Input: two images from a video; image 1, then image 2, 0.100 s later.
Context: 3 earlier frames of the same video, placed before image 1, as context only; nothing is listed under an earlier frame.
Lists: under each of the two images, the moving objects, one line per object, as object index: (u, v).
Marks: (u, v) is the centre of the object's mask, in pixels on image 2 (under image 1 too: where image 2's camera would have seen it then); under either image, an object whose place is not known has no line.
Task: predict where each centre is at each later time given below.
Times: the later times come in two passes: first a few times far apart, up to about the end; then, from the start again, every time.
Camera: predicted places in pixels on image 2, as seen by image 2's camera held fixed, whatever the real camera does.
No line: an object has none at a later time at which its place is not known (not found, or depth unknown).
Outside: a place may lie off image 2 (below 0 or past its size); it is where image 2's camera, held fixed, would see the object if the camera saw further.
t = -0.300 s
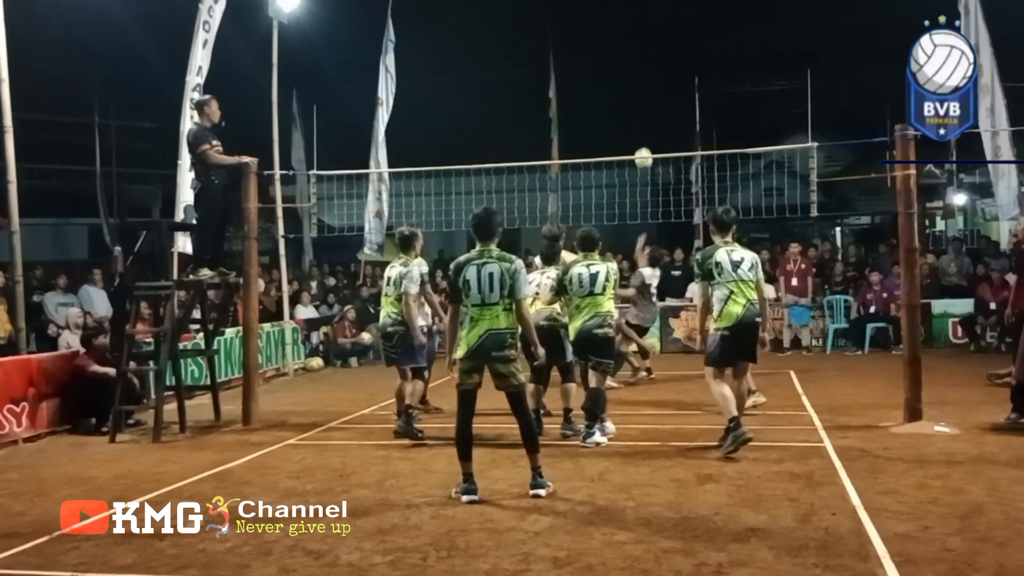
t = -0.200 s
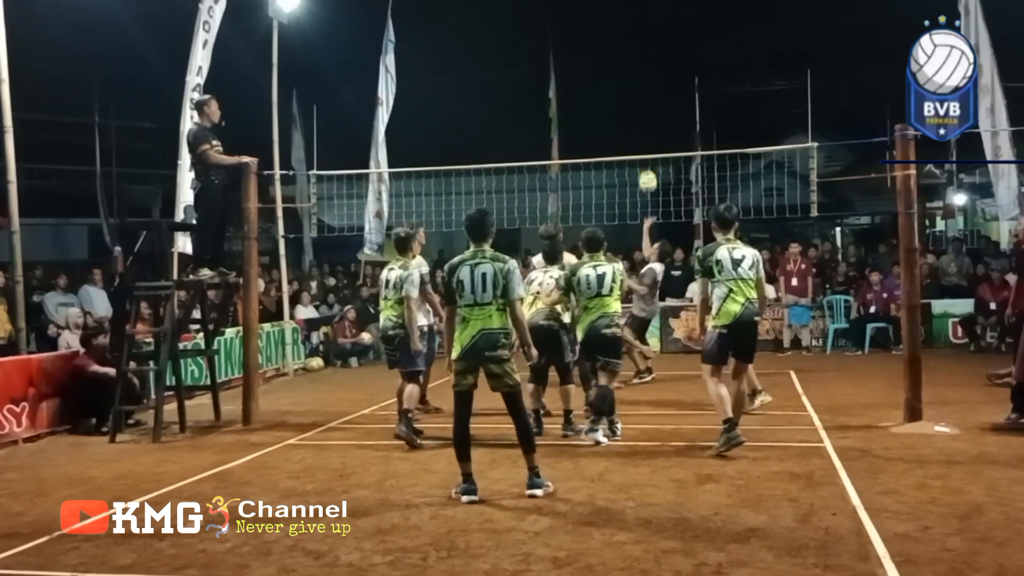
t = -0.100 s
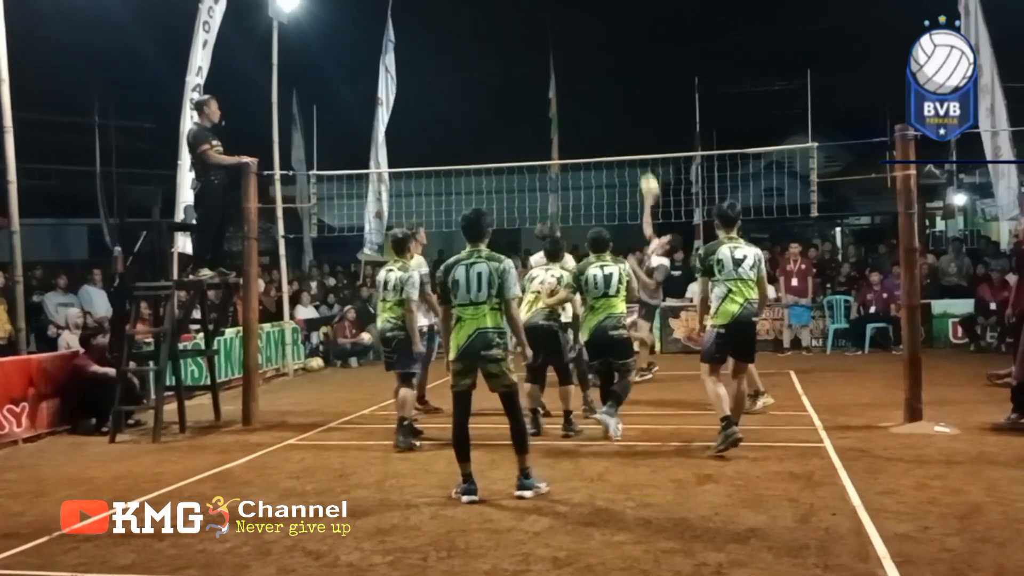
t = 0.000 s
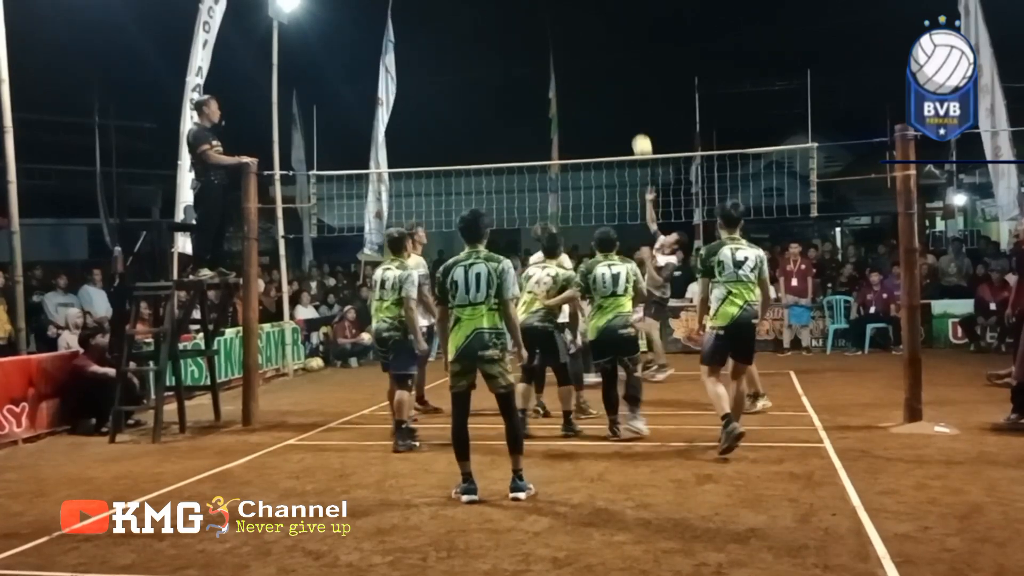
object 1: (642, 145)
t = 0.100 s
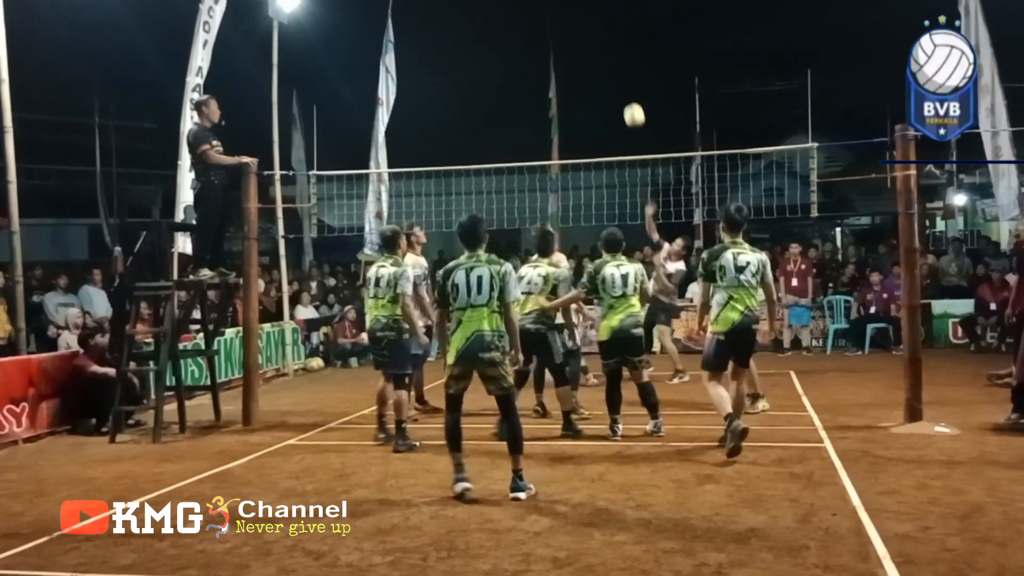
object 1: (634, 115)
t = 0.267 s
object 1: (620, 80)
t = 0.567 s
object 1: (591, 88)
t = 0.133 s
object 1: (631, 106)
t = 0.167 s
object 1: (629, 98)
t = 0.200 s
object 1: (626, 91)
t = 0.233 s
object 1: (623, 85)
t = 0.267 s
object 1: (620, 80)
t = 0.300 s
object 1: (617, 76)
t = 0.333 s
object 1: (614, 74)
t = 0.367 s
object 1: (611, 72)
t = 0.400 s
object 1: (608, 72)
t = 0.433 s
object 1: (604, 72)
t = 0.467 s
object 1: (601, 74)
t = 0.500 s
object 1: (598, 78)
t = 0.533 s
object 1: (594, 82)
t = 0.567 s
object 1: (591, 88)
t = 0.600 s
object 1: (588, 97)
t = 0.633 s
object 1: (585, 105)
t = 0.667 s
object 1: (582, 117)
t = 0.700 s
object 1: (579, 130)
